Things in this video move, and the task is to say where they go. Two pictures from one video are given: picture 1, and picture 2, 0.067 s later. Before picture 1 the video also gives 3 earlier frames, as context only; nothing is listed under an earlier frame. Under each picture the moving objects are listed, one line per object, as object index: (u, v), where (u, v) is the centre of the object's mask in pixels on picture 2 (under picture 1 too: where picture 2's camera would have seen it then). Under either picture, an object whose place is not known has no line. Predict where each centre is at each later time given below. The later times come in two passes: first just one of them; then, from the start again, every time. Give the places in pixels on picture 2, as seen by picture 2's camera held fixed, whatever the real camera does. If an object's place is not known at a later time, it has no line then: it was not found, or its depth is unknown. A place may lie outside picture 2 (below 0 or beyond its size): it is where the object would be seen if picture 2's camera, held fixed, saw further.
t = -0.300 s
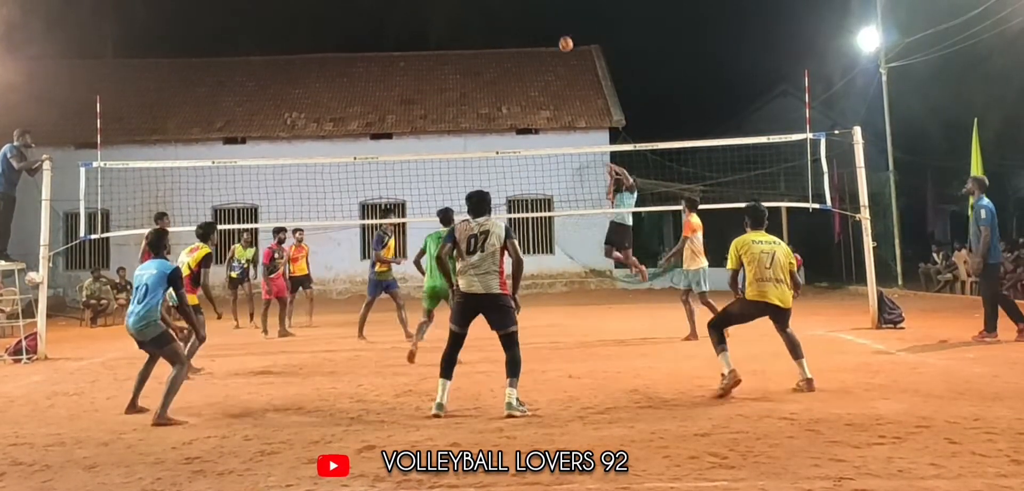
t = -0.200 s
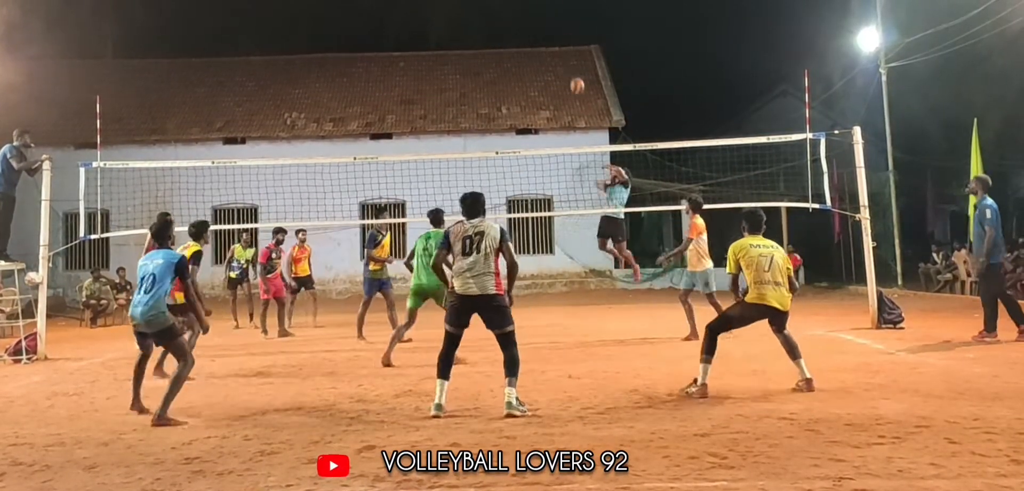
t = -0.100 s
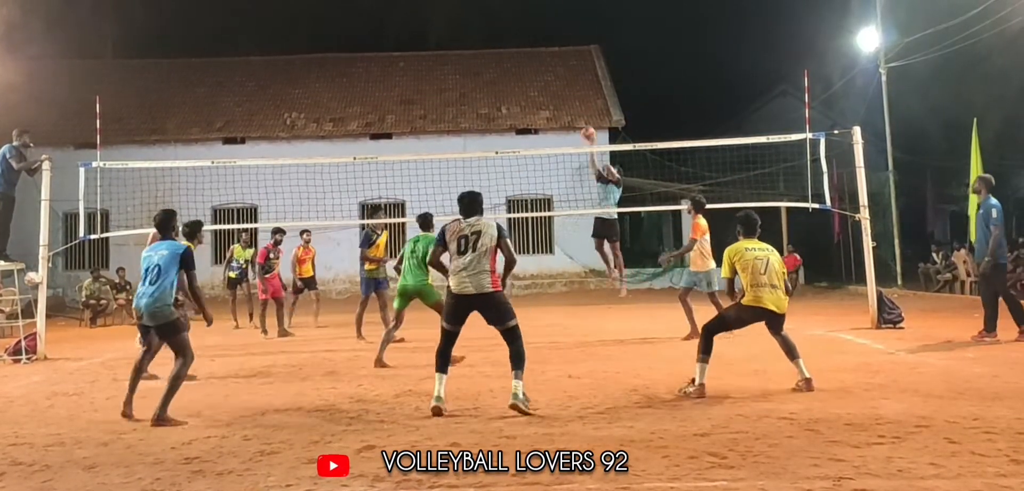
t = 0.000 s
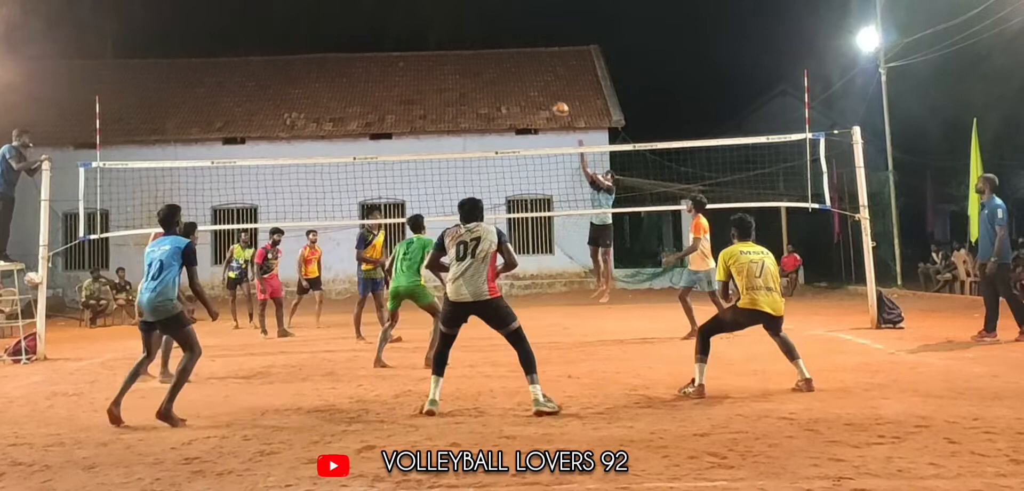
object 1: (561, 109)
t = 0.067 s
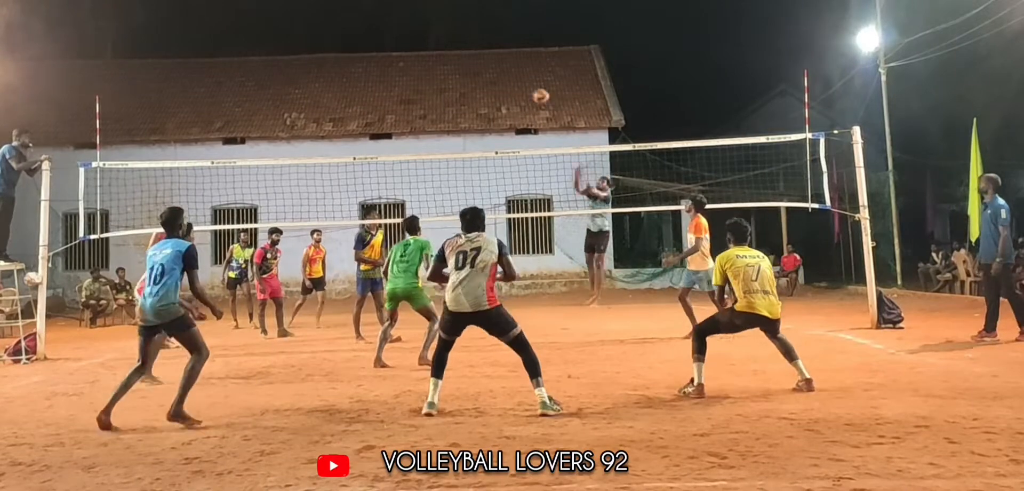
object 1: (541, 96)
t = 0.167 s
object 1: (510, 81)
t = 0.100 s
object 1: (531, 91)
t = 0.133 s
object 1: (520, 85)
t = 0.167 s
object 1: (510, 81)
